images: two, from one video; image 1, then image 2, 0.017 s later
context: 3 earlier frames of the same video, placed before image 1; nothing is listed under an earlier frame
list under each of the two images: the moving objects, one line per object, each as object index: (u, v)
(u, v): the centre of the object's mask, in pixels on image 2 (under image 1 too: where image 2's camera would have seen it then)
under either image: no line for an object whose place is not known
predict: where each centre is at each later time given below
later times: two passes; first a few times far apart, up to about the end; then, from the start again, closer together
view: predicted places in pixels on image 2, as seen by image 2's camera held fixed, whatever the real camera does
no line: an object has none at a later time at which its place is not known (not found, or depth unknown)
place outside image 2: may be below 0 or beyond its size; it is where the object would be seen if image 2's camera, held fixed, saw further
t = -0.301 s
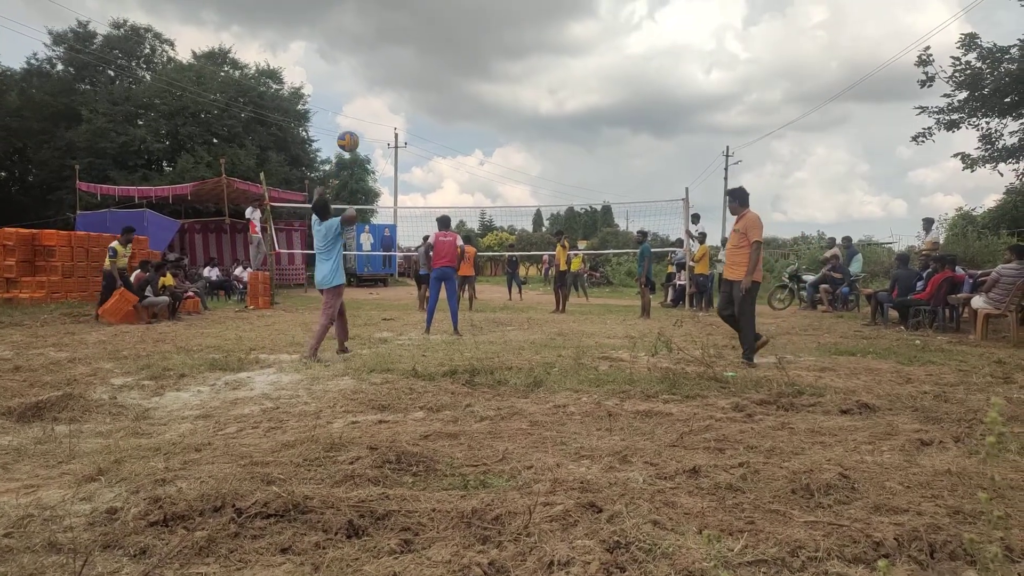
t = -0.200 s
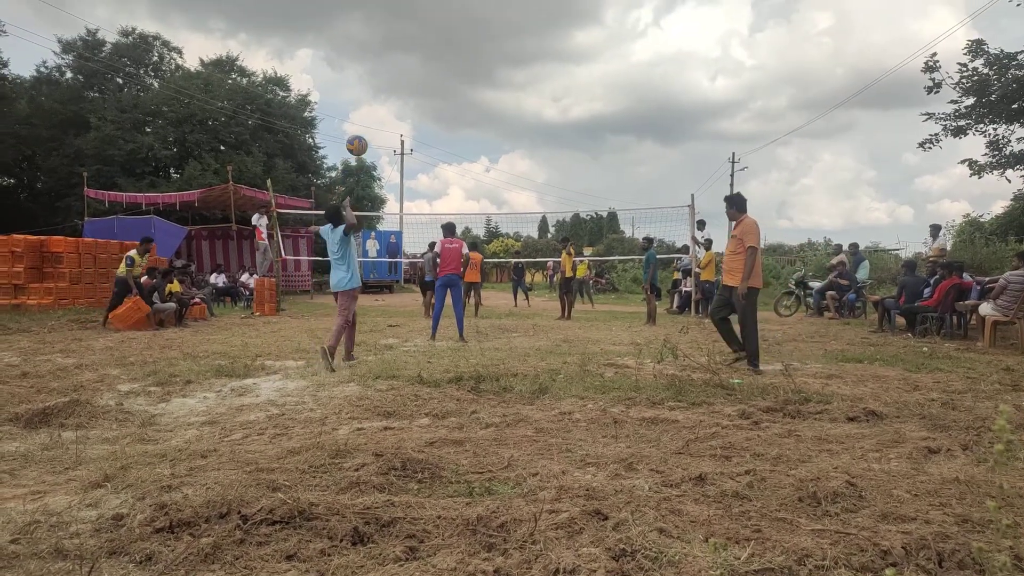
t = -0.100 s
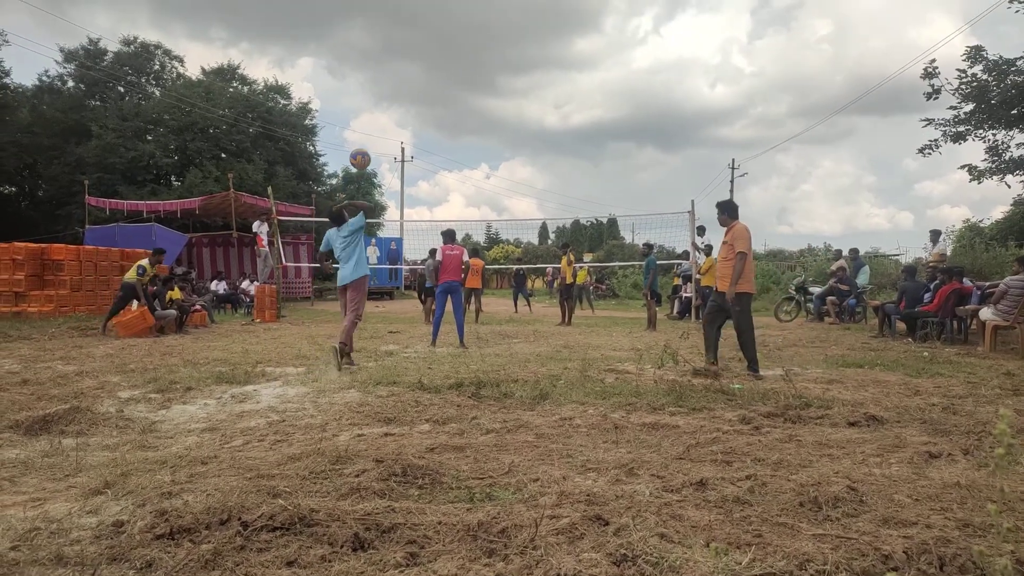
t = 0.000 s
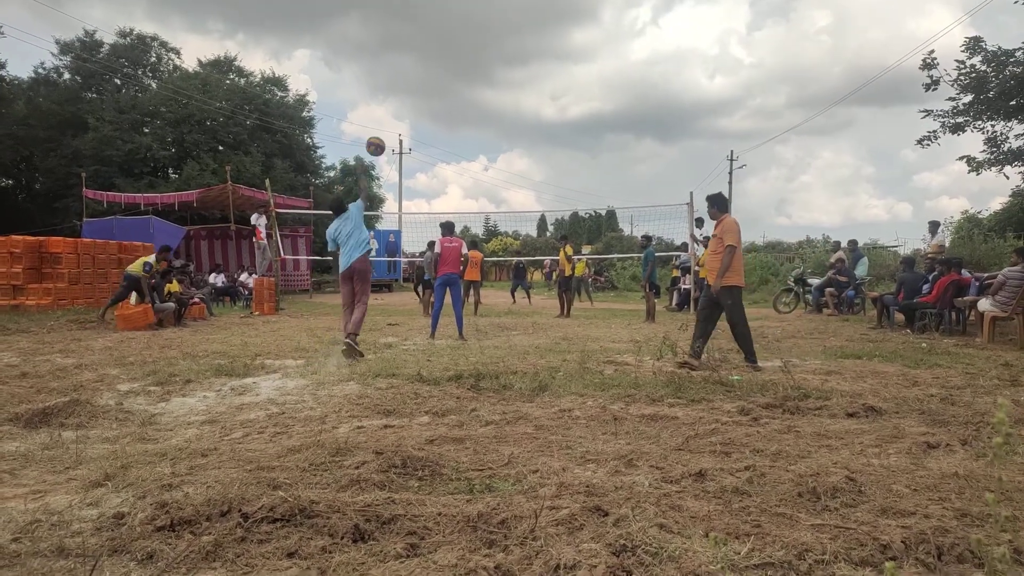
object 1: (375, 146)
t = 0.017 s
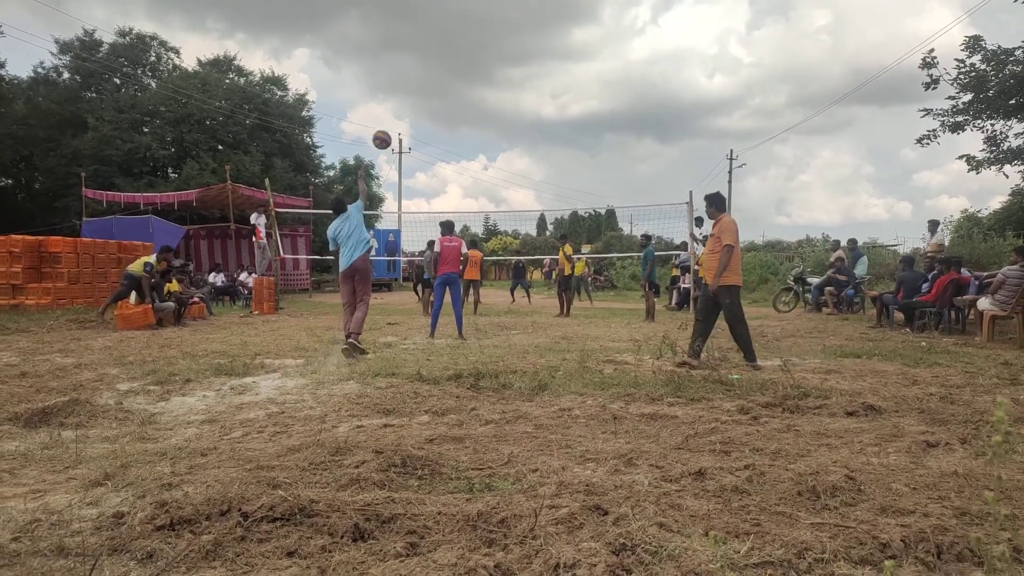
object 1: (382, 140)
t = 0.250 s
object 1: (451, 95)
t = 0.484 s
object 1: (492, 94)
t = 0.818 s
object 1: (526, 130)
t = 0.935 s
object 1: (535, 149)
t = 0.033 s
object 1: (388, 134)
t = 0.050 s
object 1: (394, 129)
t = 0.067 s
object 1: (400, 125)
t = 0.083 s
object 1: (406, 121)
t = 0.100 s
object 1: (412, 117)
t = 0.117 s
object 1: (417, 113)
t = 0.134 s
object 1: (421, 110)
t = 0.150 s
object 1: (426, 108)
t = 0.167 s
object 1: (431, 105)
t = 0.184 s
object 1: (435, 103)
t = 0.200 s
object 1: (439, 100)
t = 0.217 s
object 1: (443, 98)
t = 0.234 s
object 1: (447, 97)
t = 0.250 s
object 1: (451, 95)
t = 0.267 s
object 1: (454, 94)
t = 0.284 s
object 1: (458, 93)
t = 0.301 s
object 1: (461, 92)
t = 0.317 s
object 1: (464, 91)
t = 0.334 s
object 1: (468, 91)
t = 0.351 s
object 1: (471, 90)
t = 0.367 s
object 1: (473, 90)
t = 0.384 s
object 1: (476, 90)
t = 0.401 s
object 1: (479, 90)
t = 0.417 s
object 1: (482, 91)
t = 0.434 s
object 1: (485, 91)
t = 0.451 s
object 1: (487, 92)
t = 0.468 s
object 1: (490, 93)
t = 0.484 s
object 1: (492, 94)
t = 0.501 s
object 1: (494, 95)
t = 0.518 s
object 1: (496, 96)
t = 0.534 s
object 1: (498, 98)
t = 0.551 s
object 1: (500, 98)
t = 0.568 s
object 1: (502, 100)
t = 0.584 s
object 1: (504, 102)
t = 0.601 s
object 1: (506, 104)
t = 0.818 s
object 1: (526, 130)
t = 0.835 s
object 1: (528, 133)
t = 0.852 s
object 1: (529, 135)
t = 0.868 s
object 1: (530, 138)
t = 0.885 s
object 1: (532, 141)
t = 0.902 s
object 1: (533, 144)
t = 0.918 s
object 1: (534, 146)
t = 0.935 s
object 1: (535, 149)
